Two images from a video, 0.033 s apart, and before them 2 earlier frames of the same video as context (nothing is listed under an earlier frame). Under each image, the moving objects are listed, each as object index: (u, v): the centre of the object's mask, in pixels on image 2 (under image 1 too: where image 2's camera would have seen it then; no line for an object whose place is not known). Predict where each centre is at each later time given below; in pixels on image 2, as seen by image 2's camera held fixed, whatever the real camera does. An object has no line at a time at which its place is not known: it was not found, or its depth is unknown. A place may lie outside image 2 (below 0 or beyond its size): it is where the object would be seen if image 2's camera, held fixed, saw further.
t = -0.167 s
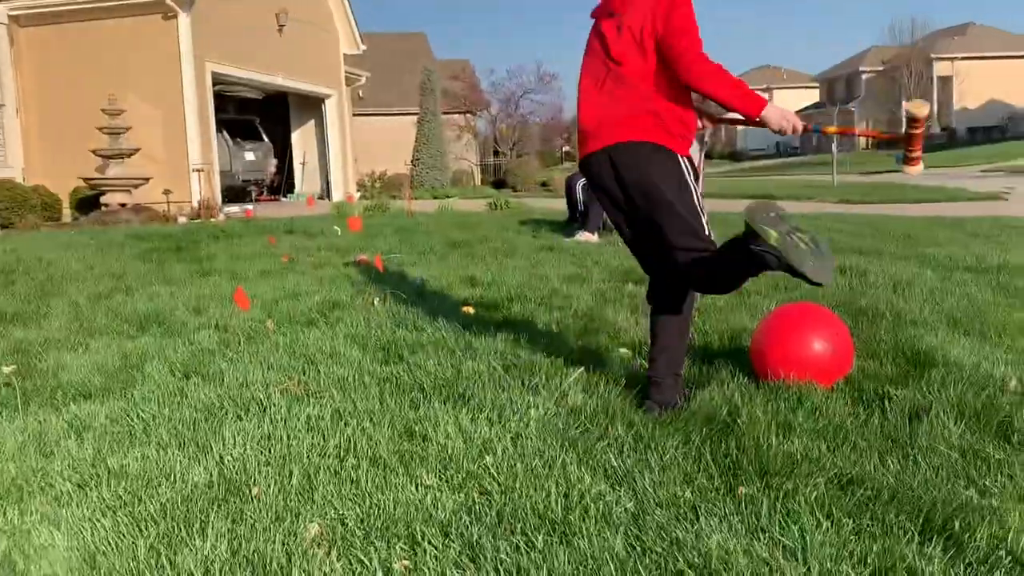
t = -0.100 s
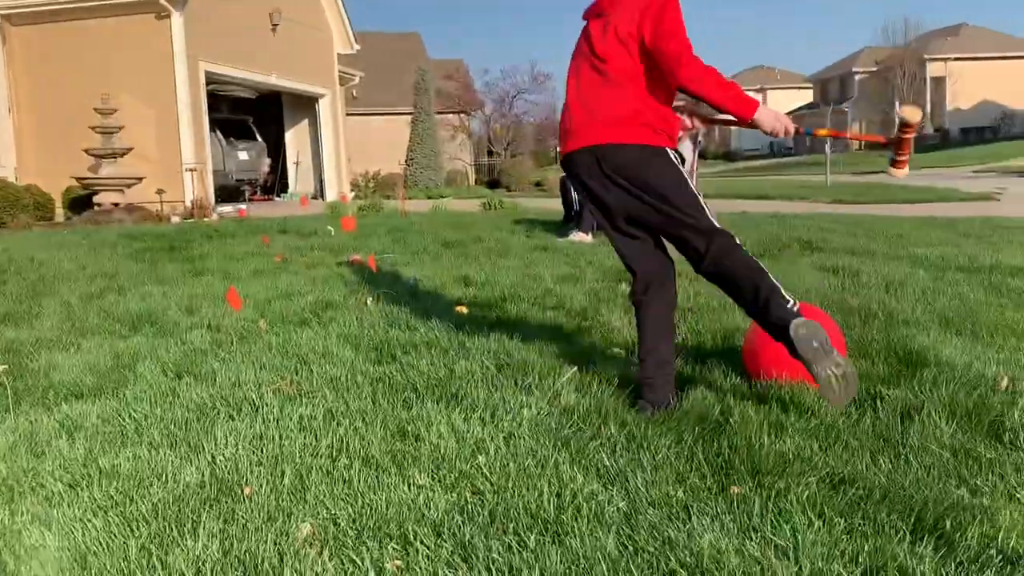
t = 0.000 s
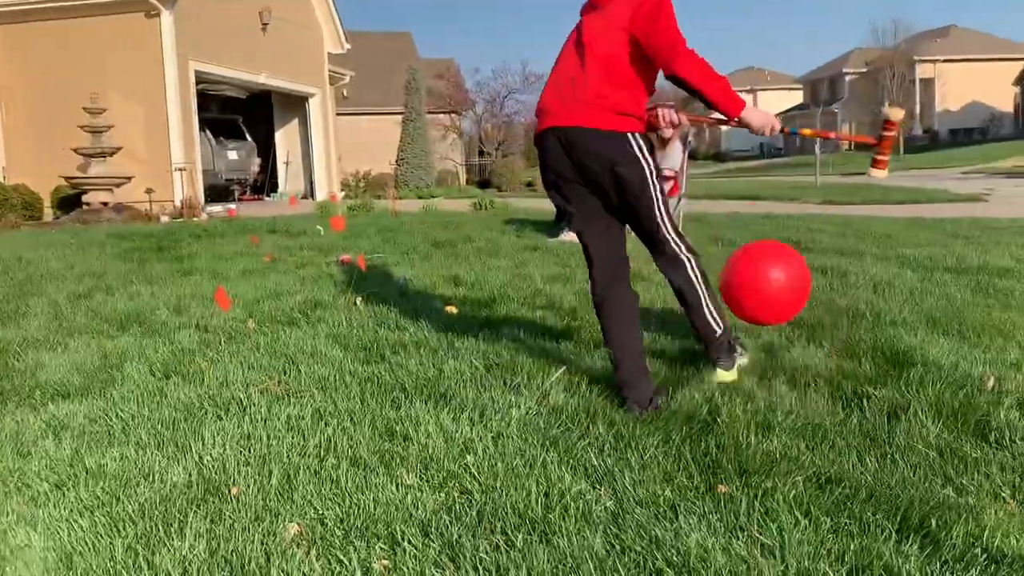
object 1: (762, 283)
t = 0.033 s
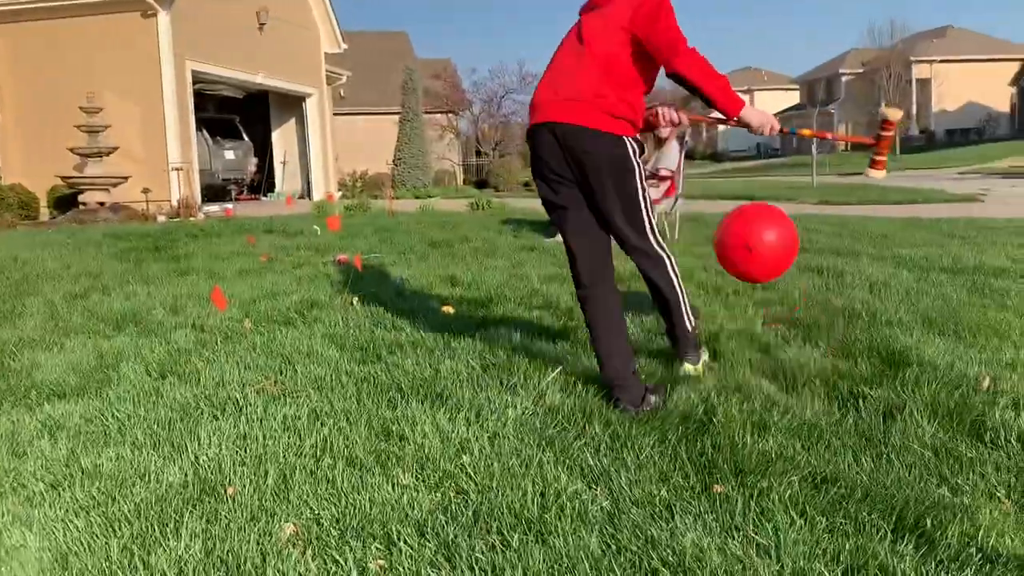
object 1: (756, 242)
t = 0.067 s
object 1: (752, 210)
